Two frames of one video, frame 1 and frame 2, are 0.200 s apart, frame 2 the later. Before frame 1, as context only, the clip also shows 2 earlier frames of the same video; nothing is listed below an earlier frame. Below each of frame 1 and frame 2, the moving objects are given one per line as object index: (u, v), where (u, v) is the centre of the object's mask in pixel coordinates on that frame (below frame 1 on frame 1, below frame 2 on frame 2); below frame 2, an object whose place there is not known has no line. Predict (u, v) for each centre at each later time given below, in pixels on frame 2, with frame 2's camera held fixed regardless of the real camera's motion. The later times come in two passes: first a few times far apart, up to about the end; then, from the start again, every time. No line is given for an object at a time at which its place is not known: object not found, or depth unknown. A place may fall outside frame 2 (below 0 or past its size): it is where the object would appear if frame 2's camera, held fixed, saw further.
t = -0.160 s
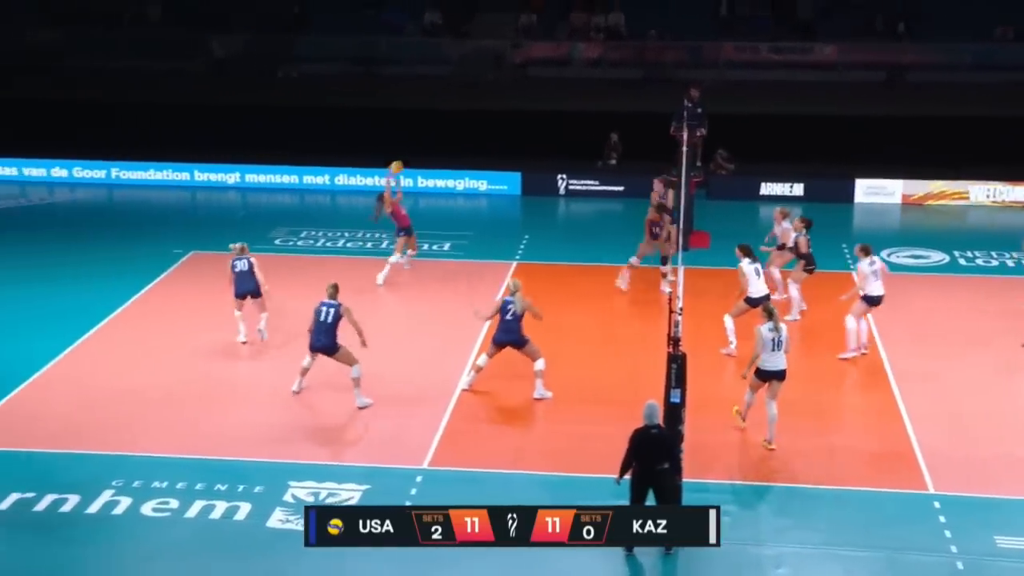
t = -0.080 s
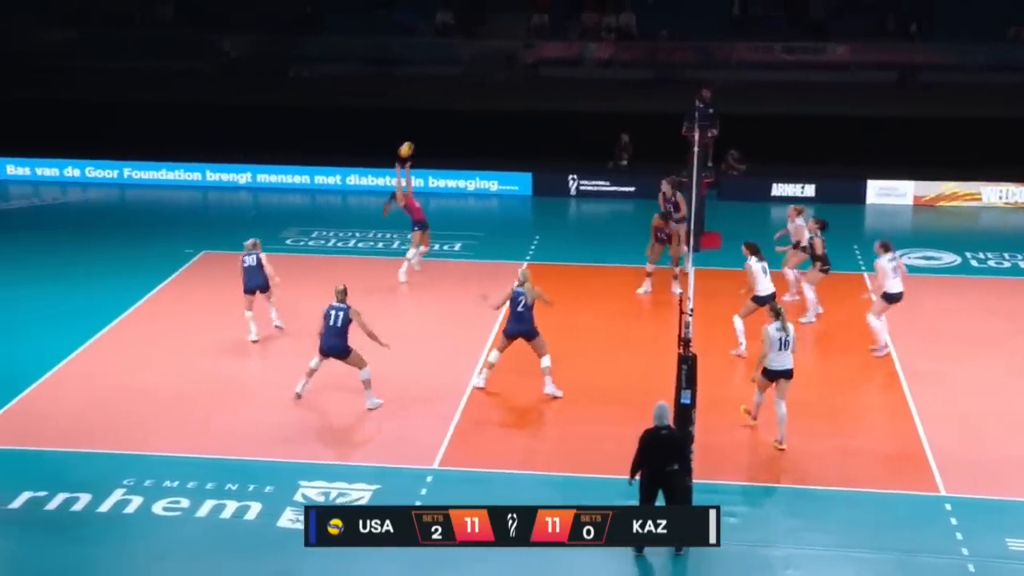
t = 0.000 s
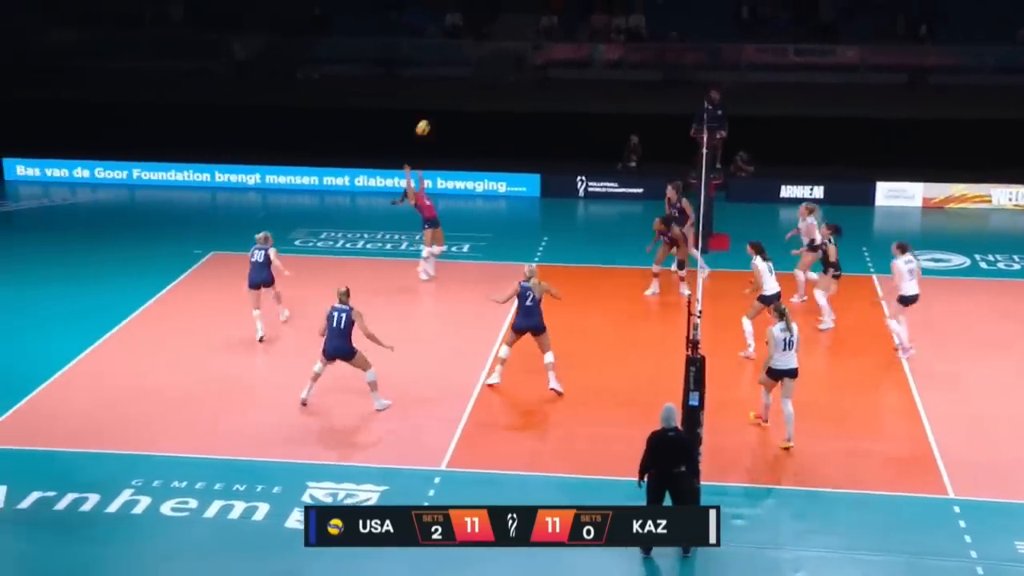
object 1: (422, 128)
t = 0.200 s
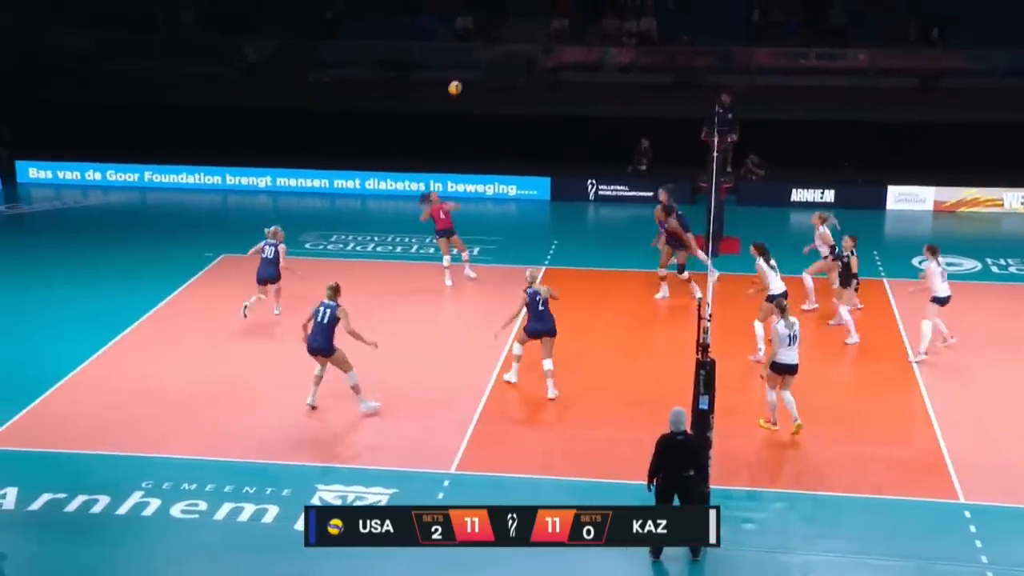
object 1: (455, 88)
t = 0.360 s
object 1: (472, 69)
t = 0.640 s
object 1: (502, 70)
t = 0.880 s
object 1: (530, 113)
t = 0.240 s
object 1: (459, 82)
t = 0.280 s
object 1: (463, 77)
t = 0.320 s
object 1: (467, 72)
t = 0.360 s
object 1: (472, 69)
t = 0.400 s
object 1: (476, 67)
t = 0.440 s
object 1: (481, 65)
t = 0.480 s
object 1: (485, 64)
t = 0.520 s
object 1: (489, 64)
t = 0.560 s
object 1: (493, 65)
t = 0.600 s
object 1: (498, 67)
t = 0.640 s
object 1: (502, 70)
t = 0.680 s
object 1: (507, 75)
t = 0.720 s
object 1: (512, 80)
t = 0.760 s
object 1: (516, 87)
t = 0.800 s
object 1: (521, 94)
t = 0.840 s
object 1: (526, 103)
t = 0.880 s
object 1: (530, 113)
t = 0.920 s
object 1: (535, 123)
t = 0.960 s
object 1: (540, 135)
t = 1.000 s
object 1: (545, 148)
